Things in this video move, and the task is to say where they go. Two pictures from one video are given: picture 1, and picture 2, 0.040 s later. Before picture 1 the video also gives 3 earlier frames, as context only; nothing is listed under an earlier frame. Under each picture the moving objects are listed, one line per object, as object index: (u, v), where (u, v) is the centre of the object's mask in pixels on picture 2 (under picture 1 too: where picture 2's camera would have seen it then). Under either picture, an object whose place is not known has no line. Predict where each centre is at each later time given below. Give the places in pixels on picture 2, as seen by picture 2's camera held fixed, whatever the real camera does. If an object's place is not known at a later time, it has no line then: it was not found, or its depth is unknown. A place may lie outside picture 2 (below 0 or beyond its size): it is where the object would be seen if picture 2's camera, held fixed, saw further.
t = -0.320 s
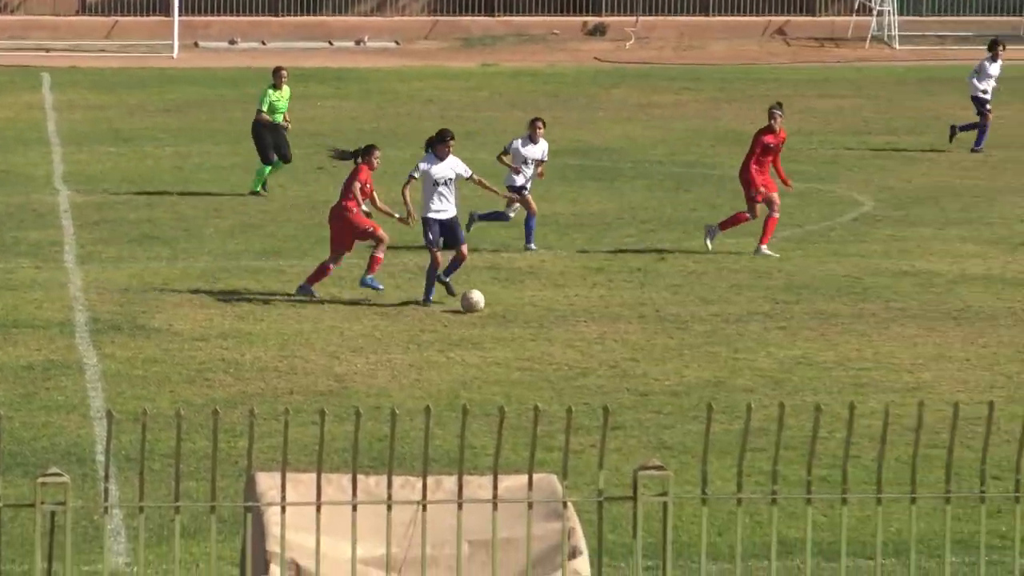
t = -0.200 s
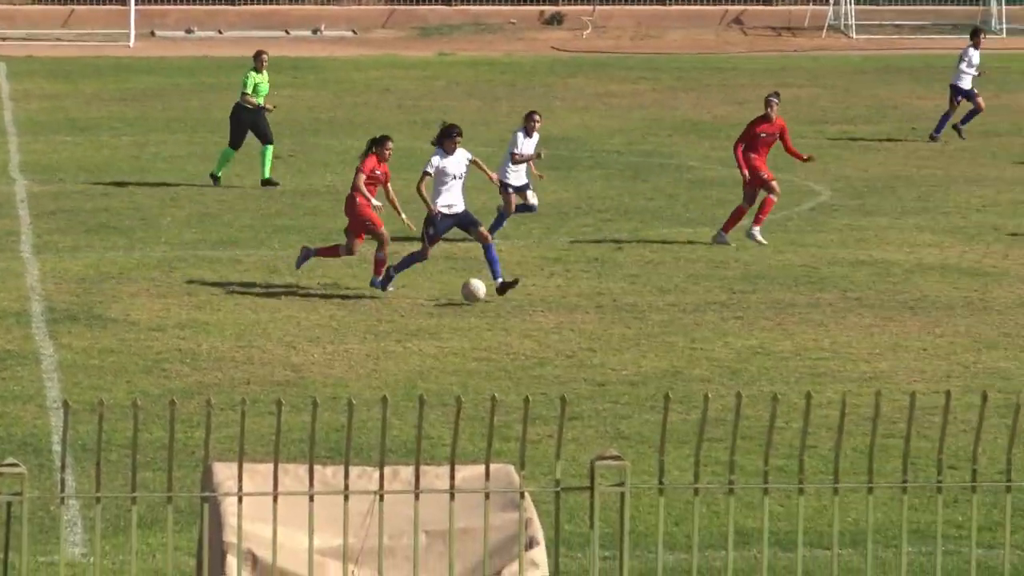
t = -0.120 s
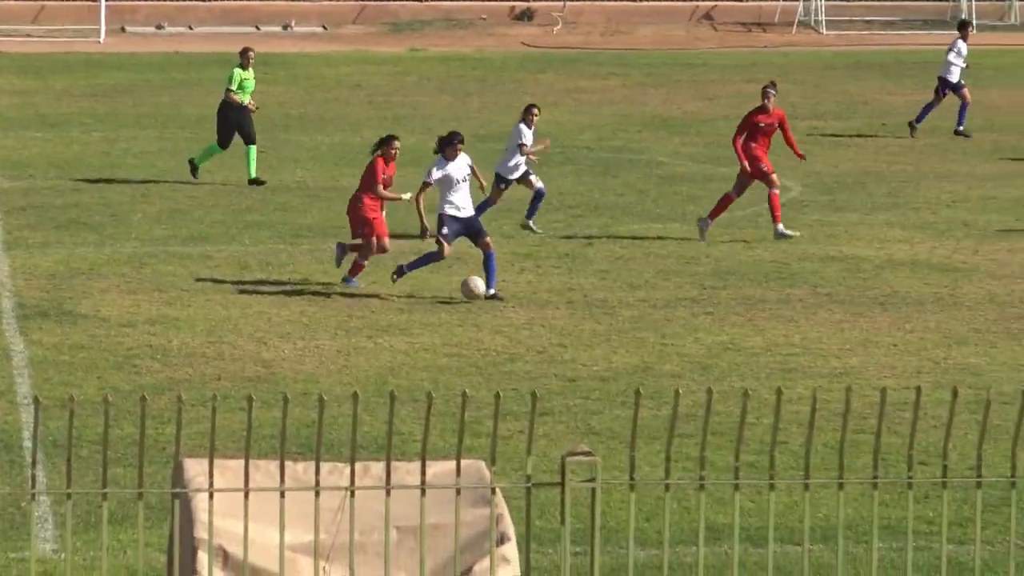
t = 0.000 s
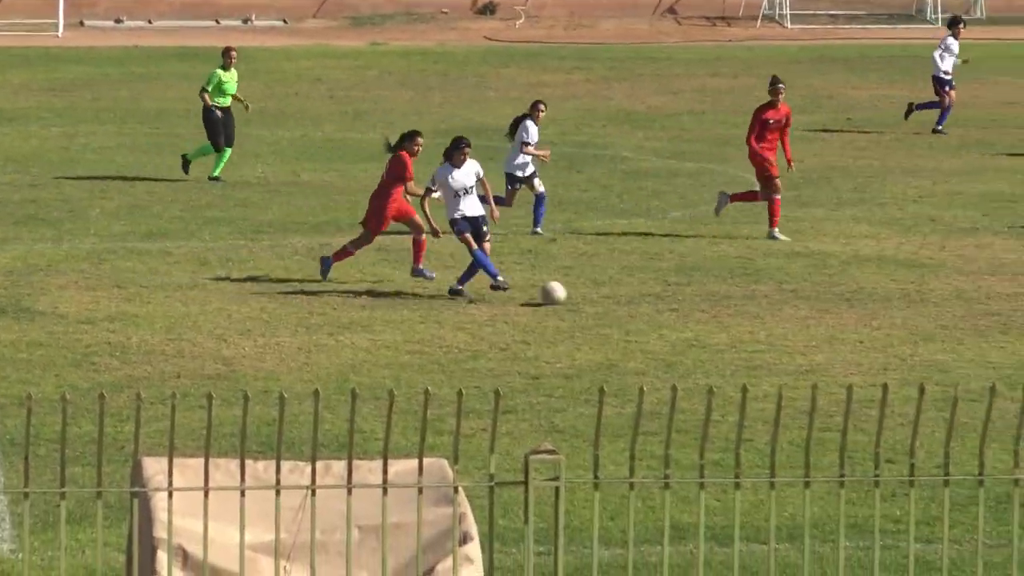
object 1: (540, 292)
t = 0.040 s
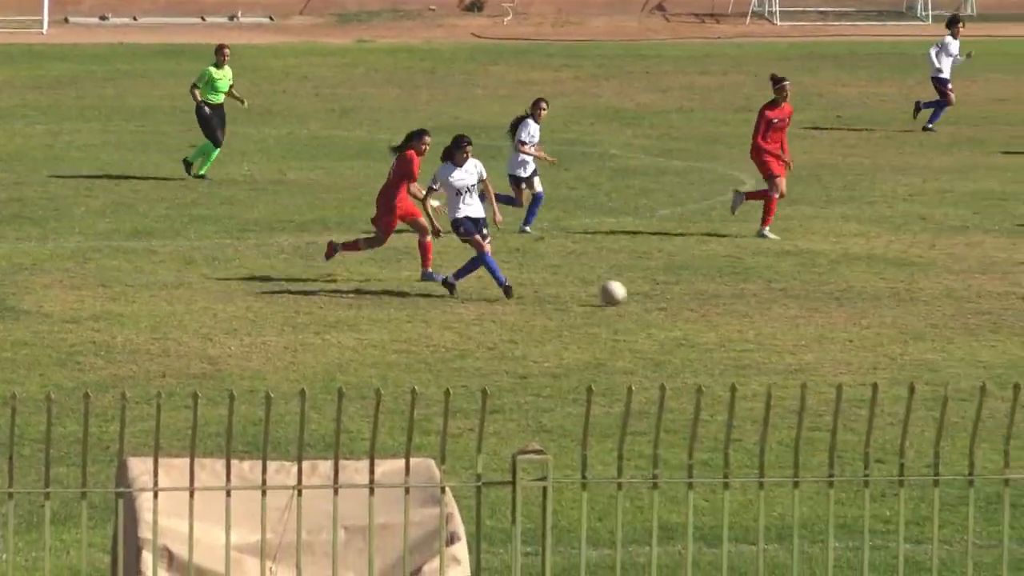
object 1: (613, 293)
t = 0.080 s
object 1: (686, 295)
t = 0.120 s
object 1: (758, 299)
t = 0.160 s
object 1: (831, 304)
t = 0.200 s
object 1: (899, 309)
